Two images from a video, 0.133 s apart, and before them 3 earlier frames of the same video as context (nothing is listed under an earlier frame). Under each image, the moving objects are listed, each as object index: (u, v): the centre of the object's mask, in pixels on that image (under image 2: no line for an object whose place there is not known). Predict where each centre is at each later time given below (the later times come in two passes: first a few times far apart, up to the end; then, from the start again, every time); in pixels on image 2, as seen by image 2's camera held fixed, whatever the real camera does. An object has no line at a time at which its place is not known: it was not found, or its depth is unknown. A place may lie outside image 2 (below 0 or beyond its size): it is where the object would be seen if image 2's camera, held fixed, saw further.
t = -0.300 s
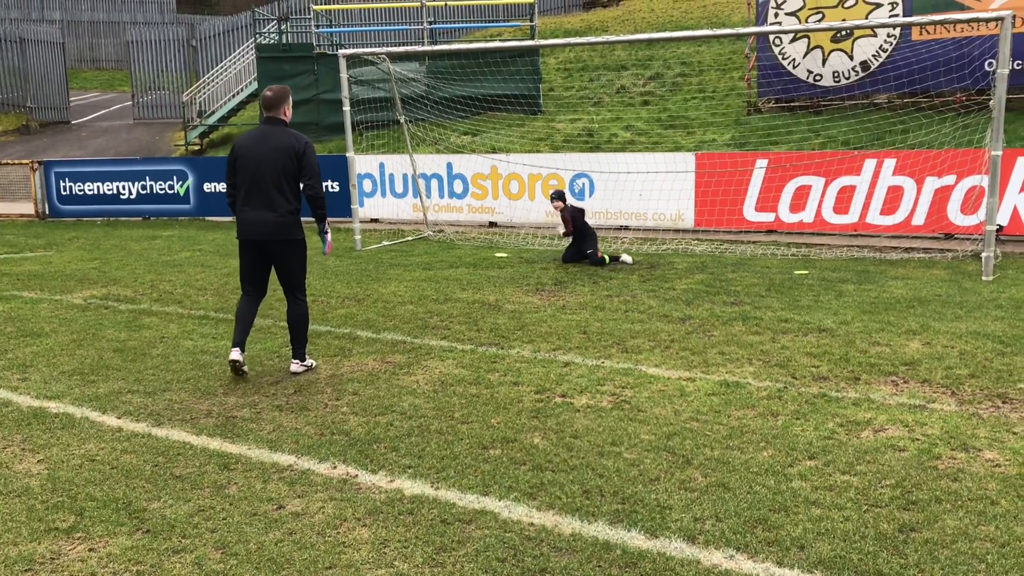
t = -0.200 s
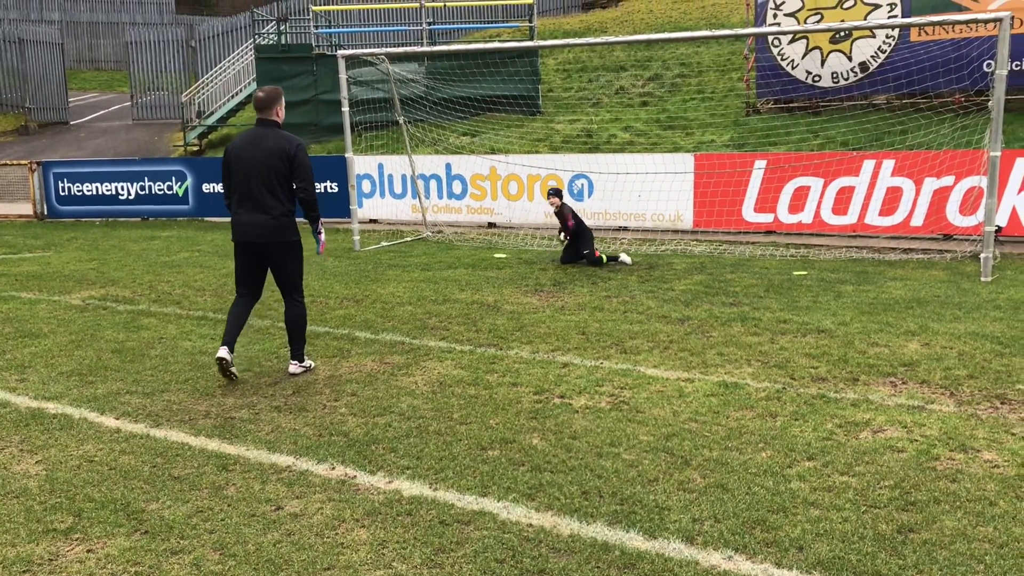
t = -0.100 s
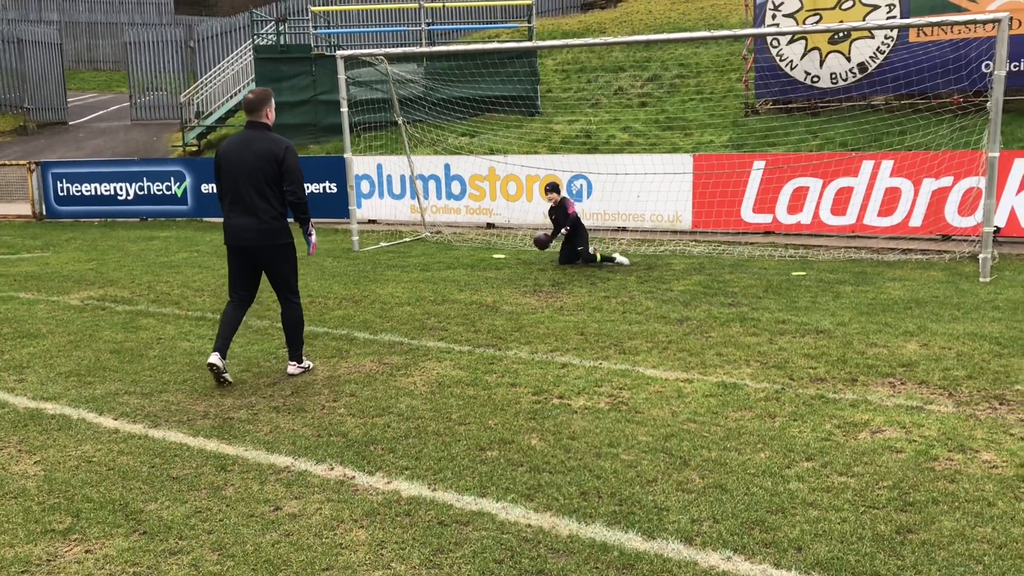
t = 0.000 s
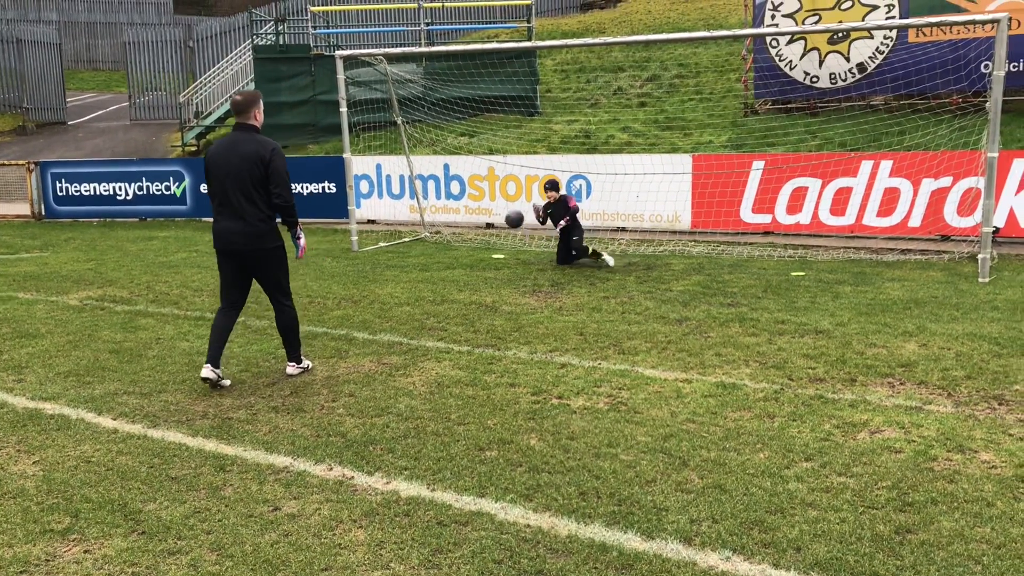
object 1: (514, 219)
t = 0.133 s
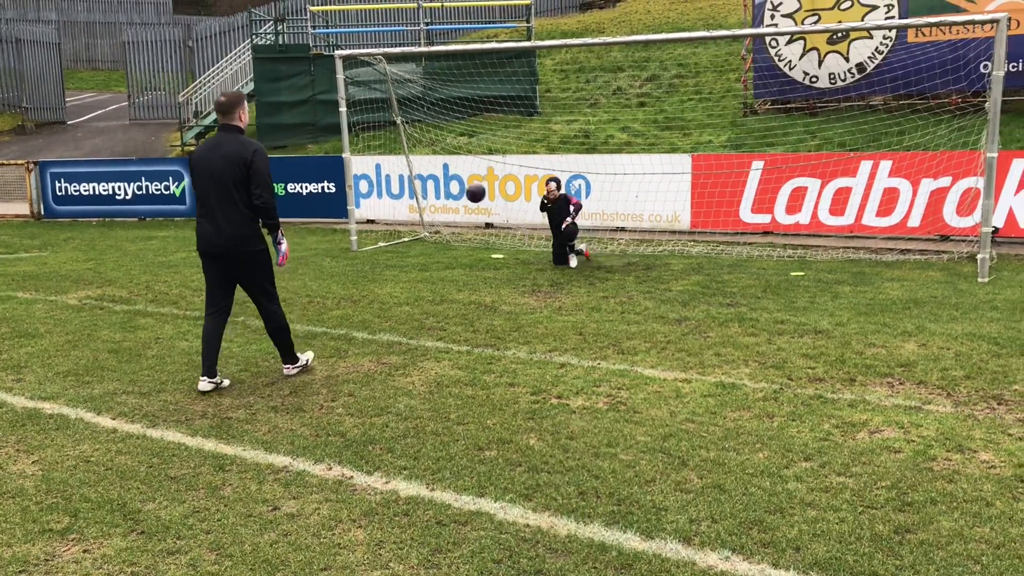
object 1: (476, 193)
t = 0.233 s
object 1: (442, 183)
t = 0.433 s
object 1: (363, 197)
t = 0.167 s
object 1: (465, 188)
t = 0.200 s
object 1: (454, 185)
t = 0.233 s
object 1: (442, 183)
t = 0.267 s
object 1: (430, 182)
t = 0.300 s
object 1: (418, 182)
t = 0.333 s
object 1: (405, 184)
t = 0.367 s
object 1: (392, 187)
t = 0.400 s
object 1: (377, 191)
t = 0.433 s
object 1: (363, 197)
